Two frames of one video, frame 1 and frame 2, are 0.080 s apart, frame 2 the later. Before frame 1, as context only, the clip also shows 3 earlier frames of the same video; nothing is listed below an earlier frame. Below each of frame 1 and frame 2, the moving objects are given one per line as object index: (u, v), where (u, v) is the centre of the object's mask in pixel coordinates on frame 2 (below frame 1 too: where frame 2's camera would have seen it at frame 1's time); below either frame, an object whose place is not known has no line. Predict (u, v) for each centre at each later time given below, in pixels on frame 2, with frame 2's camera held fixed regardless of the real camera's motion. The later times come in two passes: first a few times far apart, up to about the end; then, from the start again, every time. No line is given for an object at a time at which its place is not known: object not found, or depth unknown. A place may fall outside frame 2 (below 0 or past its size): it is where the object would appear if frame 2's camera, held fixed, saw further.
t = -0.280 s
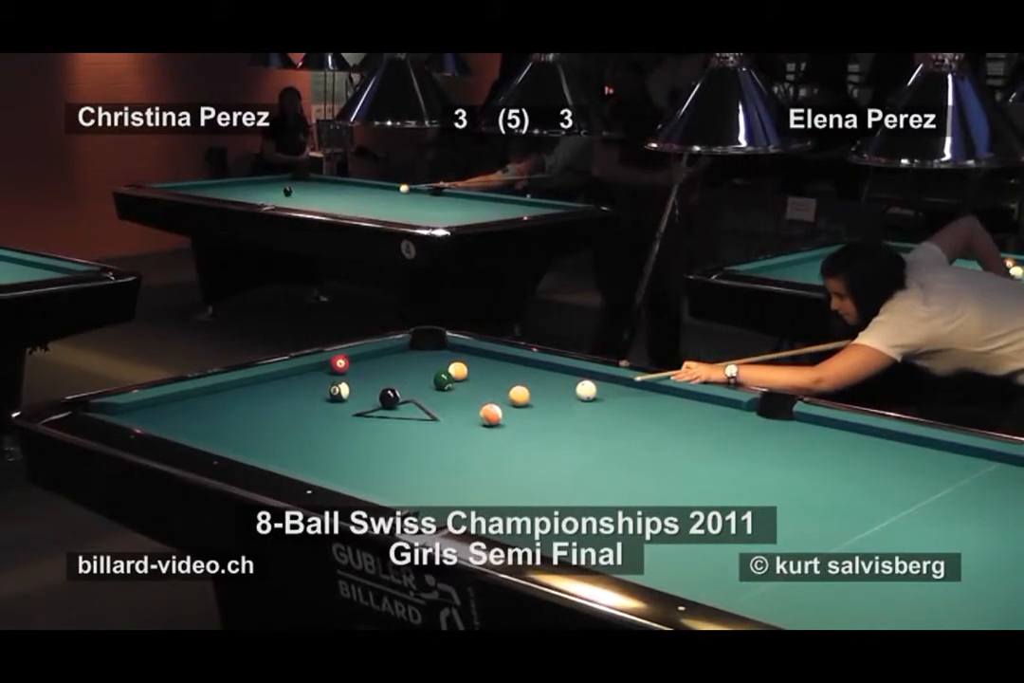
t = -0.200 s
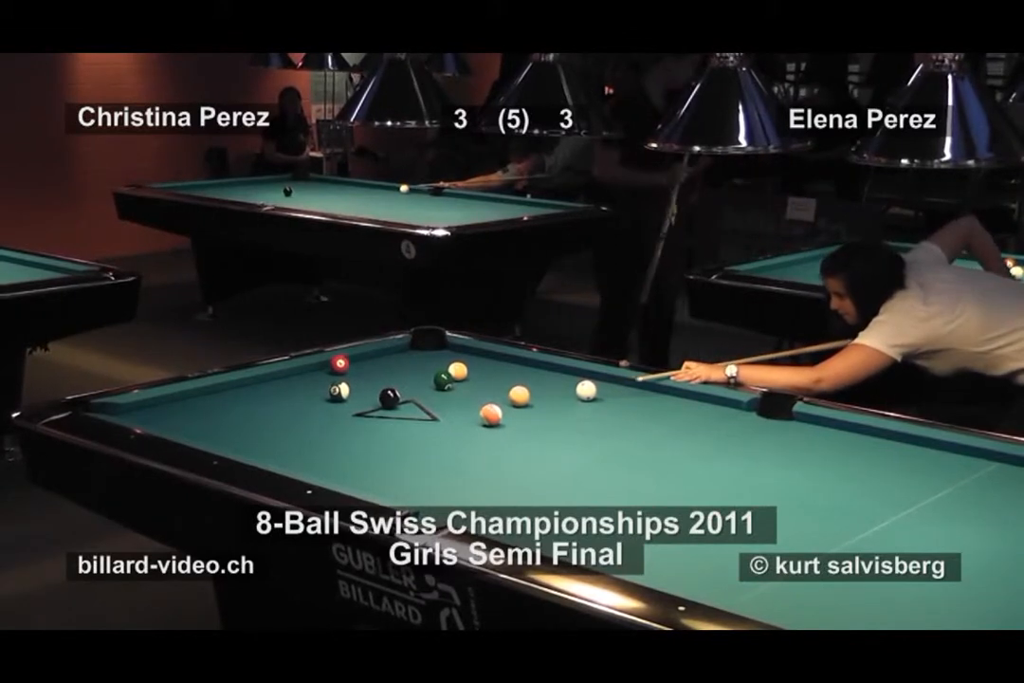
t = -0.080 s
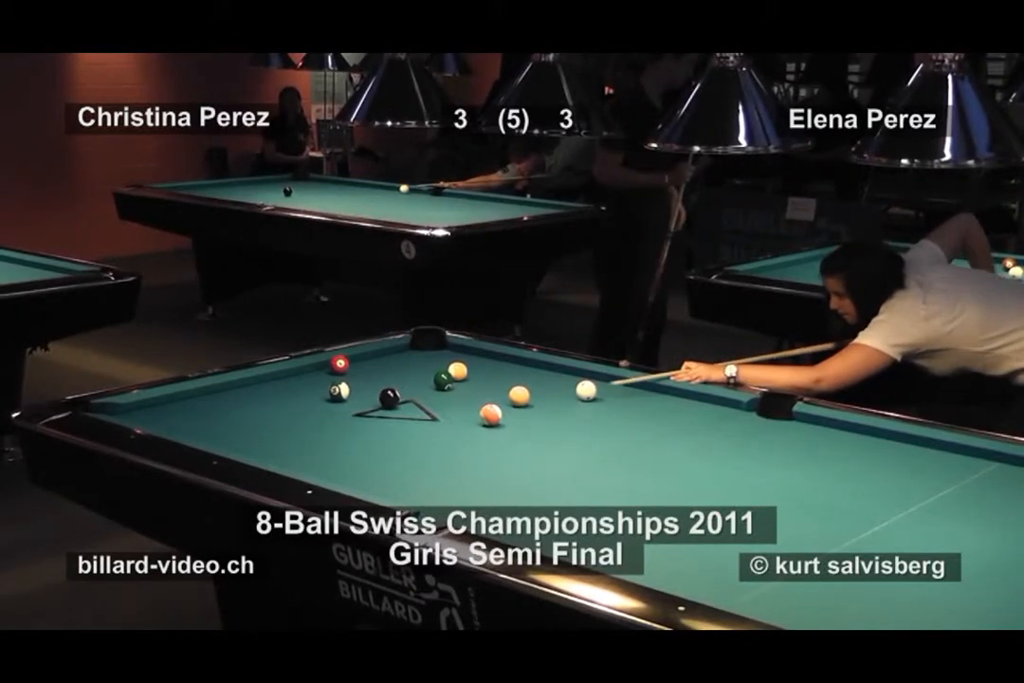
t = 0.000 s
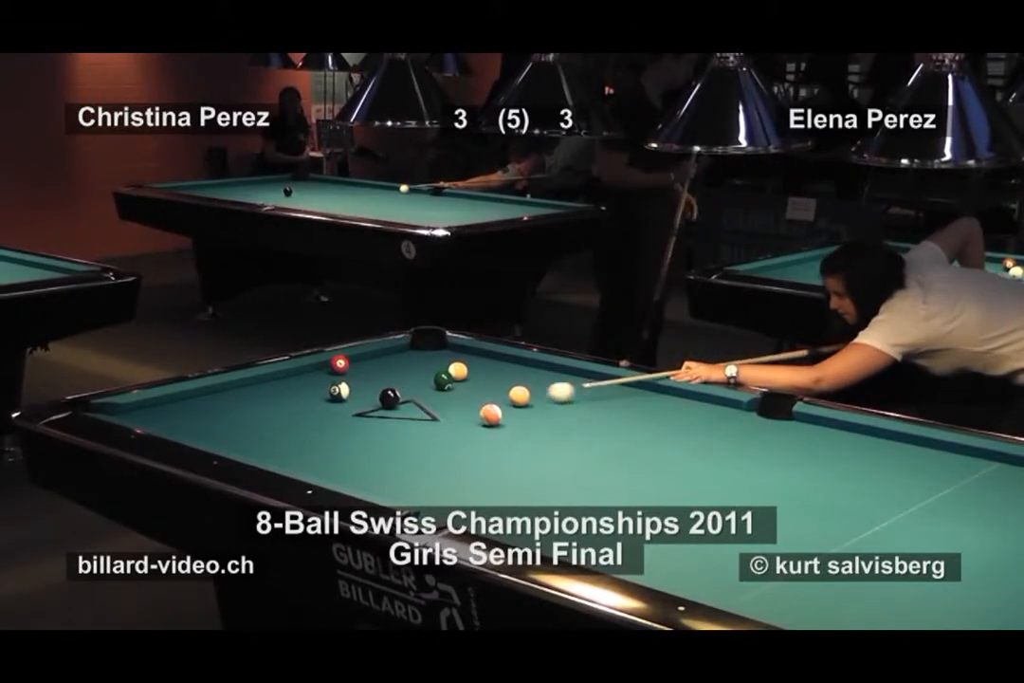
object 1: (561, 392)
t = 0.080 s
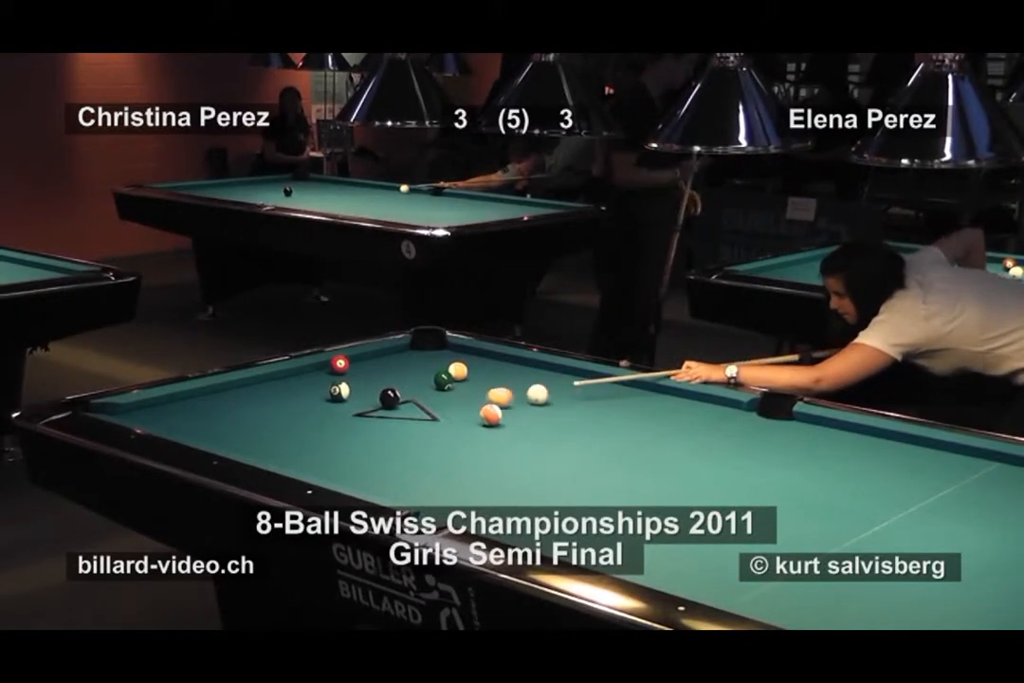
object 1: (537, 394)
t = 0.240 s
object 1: (523, 395)
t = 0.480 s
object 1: (493, 395)
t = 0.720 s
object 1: (464, 399)
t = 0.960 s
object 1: (436, 401)
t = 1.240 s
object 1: (404, 403)
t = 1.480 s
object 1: (378, 404)
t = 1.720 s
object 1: (354, 406)
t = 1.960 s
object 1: (331, 407)
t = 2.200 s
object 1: (310, 408)
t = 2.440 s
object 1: (291, 410)
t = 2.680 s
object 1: (272, 411)
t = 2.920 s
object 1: (255, 413)
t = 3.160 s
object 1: (239, 414)
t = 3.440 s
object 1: (223, 415)
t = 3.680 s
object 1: (211, 416)
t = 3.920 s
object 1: (200, 416)
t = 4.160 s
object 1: (190, 417)
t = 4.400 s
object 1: (183, 418)
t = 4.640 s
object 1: (178, 418)
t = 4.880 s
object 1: (174, 418)
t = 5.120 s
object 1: (172, 419)
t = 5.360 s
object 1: (171, 419)
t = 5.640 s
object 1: (171, 419)
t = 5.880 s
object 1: (171, 419)
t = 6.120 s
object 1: (171, 419)
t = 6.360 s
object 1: (171, 419)
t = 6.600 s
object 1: (171, 419)
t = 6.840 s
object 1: (171, 419)
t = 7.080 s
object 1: (171, 419)
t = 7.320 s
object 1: (171, 419)
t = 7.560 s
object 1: (171, 419)
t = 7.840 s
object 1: (171, 419)
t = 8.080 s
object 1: (171, 419)
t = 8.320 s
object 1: (171, 419)
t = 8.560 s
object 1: (171, 419)
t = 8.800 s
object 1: (172, 419)
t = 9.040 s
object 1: (171, 419)
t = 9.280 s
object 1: (173, 419)
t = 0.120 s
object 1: (535, 394)
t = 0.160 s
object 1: (532, 394)
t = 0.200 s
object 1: (528, 394)
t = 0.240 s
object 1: (523, 395)
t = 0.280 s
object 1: (518, 395)
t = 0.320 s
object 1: (512, 395)
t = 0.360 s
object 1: (507, 396)
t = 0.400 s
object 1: (503, 396)
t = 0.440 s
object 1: (498, 395)
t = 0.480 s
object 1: (493, 395)
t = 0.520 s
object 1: (487, 396)
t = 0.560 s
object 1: (482, 397)
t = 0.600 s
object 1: (477, 397)
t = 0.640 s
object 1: (473, 398)
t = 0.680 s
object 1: (468, 398)
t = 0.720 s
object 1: (464, 399)
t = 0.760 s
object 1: (458, 399)
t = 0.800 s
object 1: (453, 400)
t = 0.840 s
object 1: (449, 400)
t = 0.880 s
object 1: (444, 400)
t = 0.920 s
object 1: (440, 400)
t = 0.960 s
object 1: (436, 401)
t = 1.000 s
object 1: (431, 400)
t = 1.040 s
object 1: (426, 401)
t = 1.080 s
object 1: (422, 402)
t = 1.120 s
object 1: (418, 401)
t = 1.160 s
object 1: (413, 402)
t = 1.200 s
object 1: (408, 402)
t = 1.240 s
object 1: (404, 403)
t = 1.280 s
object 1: (400, 403)
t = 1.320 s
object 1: (395, 403)
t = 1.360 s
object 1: (391, 403)
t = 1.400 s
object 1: (386, 404)
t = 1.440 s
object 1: (382, 404)
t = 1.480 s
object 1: (378, 404)
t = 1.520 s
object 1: (374, 404)
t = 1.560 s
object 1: (370, 405)
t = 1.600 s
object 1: (366, 405)
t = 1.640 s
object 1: (362, 405)
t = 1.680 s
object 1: (358, 405)
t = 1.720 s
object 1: (354, 406)
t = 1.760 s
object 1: (350, 406)
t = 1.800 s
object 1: (346, 406)
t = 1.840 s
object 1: (343, 406)
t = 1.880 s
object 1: (339, 407)
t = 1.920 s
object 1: (335, 407)
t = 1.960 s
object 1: (331, 407)
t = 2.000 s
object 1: (327, 408)
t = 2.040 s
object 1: (324, 408)
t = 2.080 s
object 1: (321, 408)
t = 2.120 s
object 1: (317, 408)
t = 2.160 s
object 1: (313, 408)
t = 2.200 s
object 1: (310, 408)
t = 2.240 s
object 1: (307, 409)
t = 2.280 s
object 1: (304, 409)
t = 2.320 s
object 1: (300, 409)
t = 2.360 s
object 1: (297, 409)
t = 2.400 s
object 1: (294, 409)
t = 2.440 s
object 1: (291, 410)
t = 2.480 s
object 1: (287, 410)
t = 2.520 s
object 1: (284, 410)
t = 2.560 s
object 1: (281, 411)
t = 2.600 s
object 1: (278, 411)
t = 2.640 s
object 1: (275, 411)
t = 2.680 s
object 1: (272, 411)
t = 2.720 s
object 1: (269, 411)
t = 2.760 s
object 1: (266, 412)
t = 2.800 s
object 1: (263, 412)
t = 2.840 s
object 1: (260, 412)
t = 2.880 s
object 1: (257, 412)
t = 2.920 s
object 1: (255, 413)
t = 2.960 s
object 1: (252, 413)
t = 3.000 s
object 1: (250, 413)
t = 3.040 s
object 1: (247, 413)
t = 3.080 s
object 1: (244, 414)
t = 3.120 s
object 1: (242, 414)
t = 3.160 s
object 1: (239, 414)
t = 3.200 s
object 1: (237, 414)
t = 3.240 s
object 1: (234, 414)
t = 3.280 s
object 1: (232, 414)
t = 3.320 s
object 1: (230, 414)
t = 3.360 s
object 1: (228, 414)
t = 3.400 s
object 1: (225, 414)
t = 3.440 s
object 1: (223, 415)
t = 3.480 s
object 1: (221, 415)
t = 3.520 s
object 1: (218, 415)
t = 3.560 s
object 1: (217, 415)
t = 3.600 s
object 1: (214, 416)
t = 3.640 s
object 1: (212, 416)
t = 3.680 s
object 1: (211, 416)
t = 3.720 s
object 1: (209, 416)
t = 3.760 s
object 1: (206, 416)
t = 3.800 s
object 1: (205, 416)
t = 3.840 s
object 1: (203, 416)
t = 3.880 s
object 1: (202, 416)
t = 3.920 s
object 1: (200, 416)
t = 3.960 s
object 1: (199, 416)
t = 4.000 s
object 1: (197, 416)
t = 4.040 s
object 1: (195, 417)
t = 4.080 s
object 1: (194, 417)
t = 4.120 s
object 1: (192, 417)
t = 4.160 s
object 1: (190, 417)
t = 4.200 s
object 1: (189, 417)
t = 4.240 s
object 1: (188, 417)
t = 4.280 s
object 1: (187, 418)
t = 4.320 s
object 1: (185, 418)
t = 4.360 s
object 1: (184, 418)
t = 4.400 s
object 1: (183, 418)
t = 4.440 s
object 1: (183, 418)
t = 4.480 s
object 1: (181, 418)
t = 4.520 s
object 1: (180, 418)
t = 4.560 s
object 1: (180, 418)
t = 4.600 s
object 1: (179, 418)
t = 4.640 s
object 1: (178, 418)
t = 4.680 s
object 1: (177, 418)
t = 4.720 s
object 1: (177, 418)
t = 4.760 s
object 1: (176, 418)
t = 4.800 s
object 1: (176, 418)
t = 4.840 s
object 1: (175, 418)
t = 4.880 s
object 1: (174, 418)
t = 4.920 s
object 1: (174, 418)
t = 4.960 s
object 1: (173, 419)
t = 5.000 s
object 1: (173, 419)
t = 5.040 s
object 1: (173, 419)
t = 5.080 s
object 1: (172, 419)
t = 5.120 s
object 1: (172, 419)
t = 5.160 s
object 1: (172, 418)
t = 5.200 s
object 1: (172, 419)
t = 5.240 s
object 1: (171, 419)
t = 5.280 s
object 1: (171, 419)
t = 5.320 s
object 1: (171, 419)
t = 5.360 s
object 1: (171, 419)
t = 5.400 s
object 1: (171, 419)
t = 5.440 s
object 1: (171, 419)
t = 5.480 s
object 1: (171, 419)
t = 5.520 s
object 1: (171, 419)
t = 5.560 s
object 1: (171, 419)
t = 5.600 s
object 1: (171, 419)
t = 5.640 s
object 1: (171, 419)
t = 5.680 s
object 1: (171, 419)
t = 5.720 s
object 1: (171, 419)
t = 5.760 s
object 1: (171, 419)
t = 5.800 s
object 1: (171, 419)
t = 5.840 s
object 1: (171, 419)
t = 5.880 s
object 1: (171, 419)
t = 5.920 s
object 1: (171, 419)
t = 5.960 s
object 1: (171, 419)
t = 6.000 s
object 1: (171, 419)
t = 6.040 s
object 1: (171, 419)
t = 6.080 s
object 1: (171, 419)
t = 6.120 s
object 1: (171, 419)
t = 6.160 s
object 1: (171, 419)
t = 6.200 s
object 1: (171, 419)
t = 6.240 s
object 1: (171, 419)
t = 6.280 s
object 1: (171, 419)
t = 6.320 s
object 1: (171, 419)
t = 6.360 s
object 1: (171, 419)
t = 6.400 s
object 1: (171, 419)
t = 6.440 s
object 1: (171, 419)
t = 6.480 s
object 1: (171, 419)
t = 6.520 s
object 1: (171, 419)
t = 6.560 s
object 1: (171, 419)
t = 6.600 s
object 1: (171, 419)
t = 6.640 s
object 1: (171, 419)
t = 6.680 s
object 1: (171, 419)
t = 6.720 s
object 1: (171, 419)
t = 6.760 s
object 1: (171, 419)
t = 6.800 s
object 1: (171, 419)
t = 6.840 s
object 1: (171, 419)
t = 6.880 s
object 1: (171, 419)
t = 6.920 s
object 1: (171, 419)
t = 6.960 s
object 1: (171, 419)
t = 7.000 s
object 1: (171, 419)
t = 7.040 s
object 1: (171, 419)
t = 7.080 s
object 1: (171, 419)
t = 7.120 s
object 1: (171, 419)
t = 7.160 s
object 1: (171, 419)
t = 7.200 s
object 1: (171, 419)
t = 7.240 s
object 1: (171, 419)
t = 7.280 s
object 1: (171, 419)
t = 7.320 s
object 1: (171, 419)
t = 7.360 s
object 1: (171, 419)
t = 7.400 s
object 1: (171, 419)
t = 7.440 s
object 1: (171, 419)
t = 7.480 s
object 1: (171, 419)
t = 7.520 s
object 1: (171, 419)
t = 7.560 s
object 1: (171, 419)
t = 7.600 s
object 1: (171, 419)
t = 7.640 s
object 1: (171, 419)
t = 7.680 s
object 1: (171, 419)
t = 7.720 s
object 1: (171, 419)
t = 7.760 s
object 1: (171, 419)
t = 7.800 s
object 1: (171, 419)
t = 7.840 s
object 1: (171, 419)
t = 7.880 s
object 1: (171, 419)
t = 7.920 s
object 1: (171, 419)
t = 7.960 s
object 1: (171, 419)
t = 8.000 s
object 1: (171, 419)
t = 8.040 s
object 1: (171, 419)
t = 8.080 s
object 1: (171, 419)
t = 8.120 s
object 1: (171, 419)
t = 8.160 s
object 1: (171, 419)
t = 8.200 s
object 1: (171, 419)
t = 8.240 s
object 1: (171, 419)
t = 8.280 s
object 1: (171, 419)
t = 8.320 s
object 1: (171, 419)
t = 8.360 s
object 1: (171, 419)
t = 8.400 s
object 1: (171, 419)
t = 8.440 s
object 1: (171, 419)
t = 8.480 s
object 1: (171, 419)
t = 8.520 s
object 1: (171, 419)
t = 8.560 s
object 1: (171, 419)
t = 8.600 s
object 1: (171, 419)
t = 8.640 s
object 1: (171, 419)
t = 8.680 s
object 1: (171, 419)
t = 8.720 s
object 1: (171, 419)
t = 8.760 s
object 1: (171, 419)
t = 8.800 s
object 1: (172, 419)
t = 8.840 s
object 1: (171, 419)
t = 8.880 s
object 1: (171, 419)
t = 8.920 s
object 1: (171, 419)
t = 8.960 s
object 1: (171, 419)
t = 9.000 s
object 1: (171, 419)
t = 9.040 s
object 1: (171, 419)
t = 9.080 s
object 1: (171, 419)
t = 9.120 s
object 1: (171, 419)
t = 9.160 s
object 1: (172, 419)
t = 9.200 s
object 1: (172, 419)
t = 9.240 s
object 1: (172, 419)
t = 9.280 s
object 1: (173, 419)
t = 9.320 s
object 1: (173, 419)
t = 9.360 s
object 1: (174, 419)
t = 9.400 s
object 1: (174, 419)
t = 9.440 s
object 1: (175, 419)
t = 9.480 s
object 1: (176, 419)
